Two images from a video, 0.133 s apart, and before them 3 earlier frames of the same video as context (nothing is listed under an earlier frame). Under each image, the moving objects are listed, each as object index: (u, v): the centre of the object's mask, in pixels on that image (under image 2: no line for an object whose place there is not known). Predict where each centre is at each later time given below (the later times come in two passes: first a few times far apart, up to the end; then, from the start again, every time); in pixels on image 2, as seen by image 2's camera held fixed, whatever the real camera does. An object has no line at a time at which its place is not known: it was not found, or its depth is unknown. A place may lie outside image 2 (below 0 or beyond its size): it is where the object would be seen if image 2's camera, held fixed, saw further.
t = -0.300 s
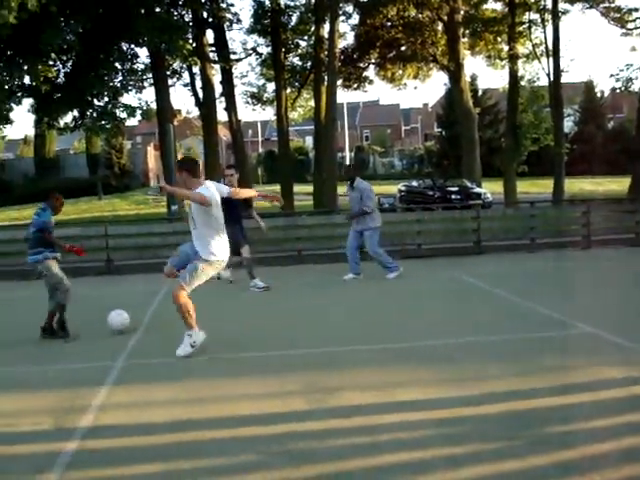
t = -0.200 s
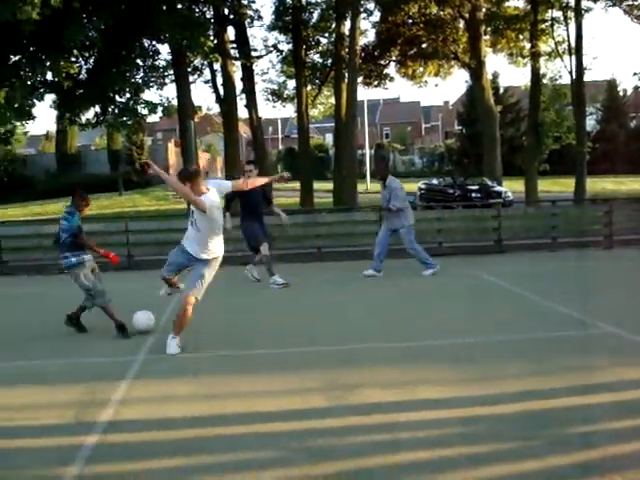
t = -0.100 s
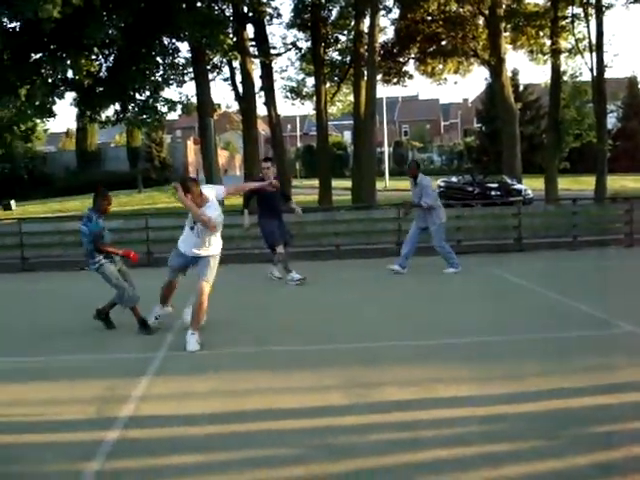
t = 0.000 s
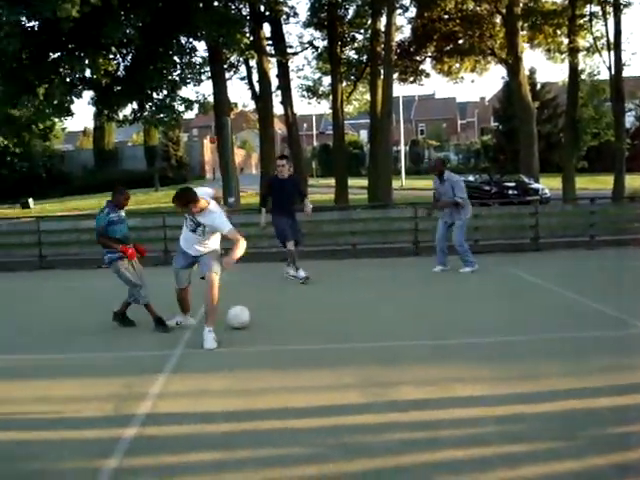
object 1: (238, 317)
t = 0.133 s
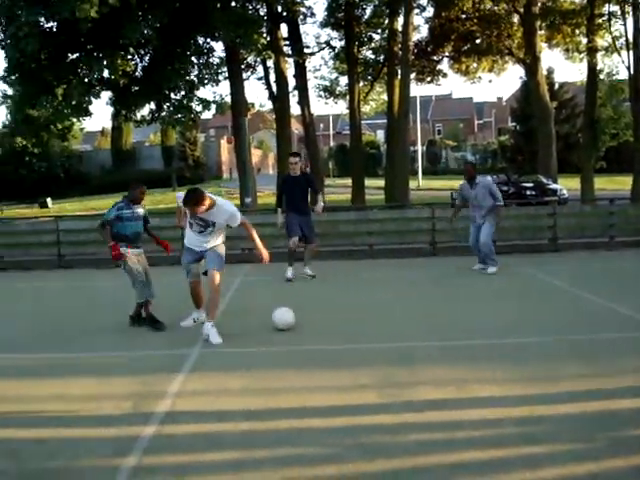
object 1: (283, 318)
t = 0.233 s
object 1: (298, 320)
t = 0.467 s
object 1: (332, 324)
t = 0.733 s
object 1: (373, 329)
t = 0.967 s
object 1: (410, 334)
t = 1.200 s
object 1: (447, 339)
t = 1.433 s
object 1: (488, 345)
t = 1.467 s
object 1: (494, 346)
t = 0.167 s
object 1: (288, 319)
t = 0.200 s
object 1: (293, 319)
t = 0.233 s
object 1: (298, 320)
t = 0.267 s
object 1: (303, 320)
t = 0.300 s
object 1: (307, 321)
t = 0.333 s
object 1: (312, 321)
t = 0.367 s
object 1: (317, 322)
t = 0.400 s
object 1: (322, 323)
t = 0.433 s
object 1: (327, 323)
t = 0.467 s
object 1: (332, 324)
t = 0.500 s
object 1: (337, 325)
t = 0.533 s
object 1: (342, 326)
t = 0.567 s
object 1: (347, 326)
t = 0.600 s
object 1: (352, 327)
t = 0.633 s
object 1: (357, 328)
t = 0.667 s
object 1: (362, 328)
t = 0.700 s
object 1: (368, 329)
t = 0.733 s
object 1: (373, 329)
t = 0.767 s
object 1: (378, 330)
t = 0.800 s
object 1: (383, 330)
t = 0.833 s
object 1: (388, 331)
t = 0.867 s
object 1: (394, 332)
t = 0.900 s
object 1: (399, 332)
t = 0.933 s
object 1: (404, 333)
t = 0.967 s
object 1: (410, 334)
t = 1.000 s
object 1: (414, 335)
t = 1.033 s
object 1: (420, 336)
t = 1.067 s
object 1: (426, 336)
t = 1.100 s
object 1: (431, 337)
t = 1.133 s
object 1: (437, 338)
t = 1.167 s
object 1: (442, 338)
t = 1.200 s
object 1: (447, 339)
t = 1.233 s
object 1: (453, 340)
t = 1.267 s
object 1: (458, 341)
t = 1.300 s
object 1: (465, 342)
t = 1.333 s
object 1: (470, 343)
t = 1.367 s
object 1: (476, 344)
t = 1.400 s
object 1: (482, 344)
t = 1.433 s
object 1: (488, 345)
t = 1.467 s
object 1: (494, 346)
